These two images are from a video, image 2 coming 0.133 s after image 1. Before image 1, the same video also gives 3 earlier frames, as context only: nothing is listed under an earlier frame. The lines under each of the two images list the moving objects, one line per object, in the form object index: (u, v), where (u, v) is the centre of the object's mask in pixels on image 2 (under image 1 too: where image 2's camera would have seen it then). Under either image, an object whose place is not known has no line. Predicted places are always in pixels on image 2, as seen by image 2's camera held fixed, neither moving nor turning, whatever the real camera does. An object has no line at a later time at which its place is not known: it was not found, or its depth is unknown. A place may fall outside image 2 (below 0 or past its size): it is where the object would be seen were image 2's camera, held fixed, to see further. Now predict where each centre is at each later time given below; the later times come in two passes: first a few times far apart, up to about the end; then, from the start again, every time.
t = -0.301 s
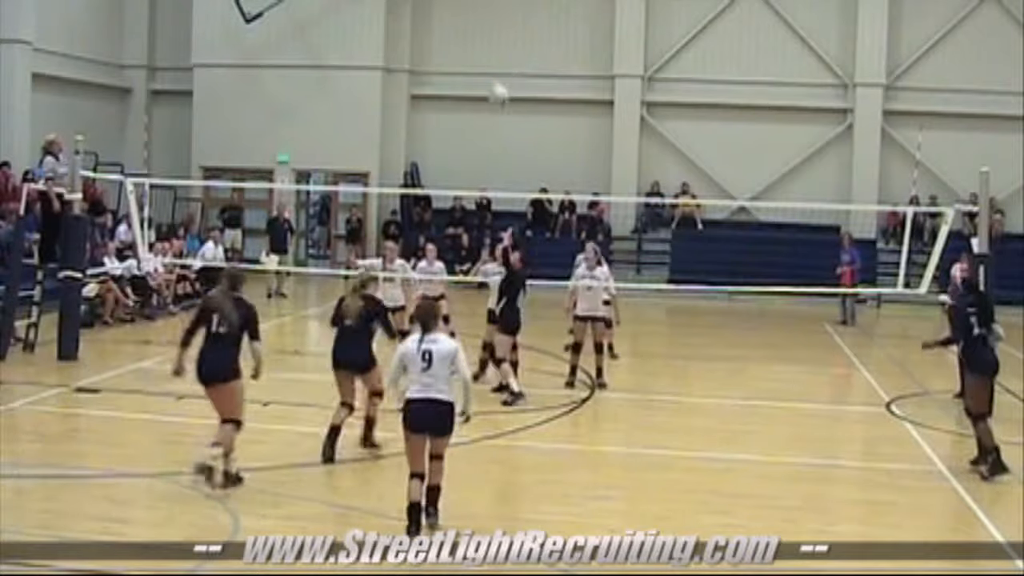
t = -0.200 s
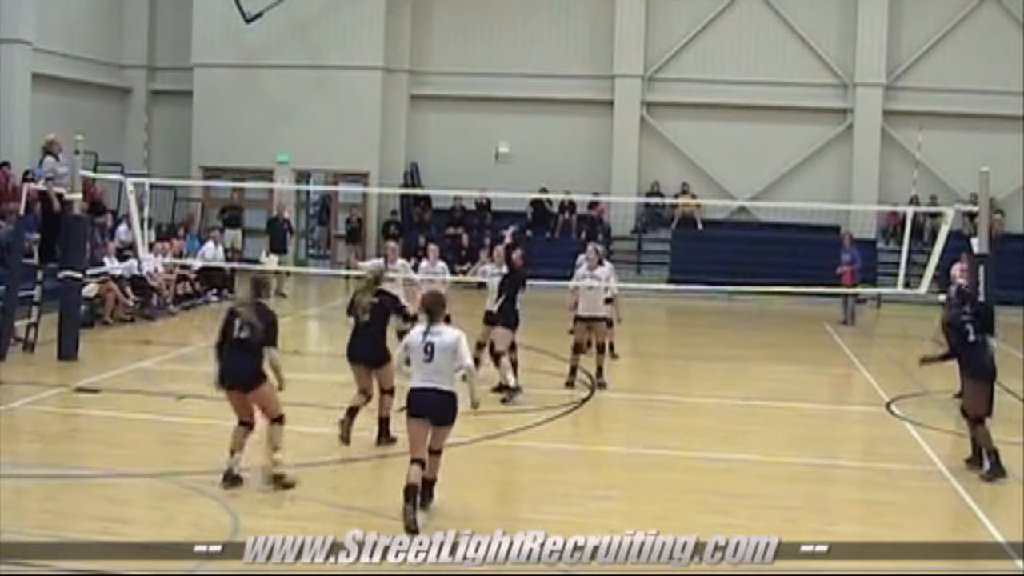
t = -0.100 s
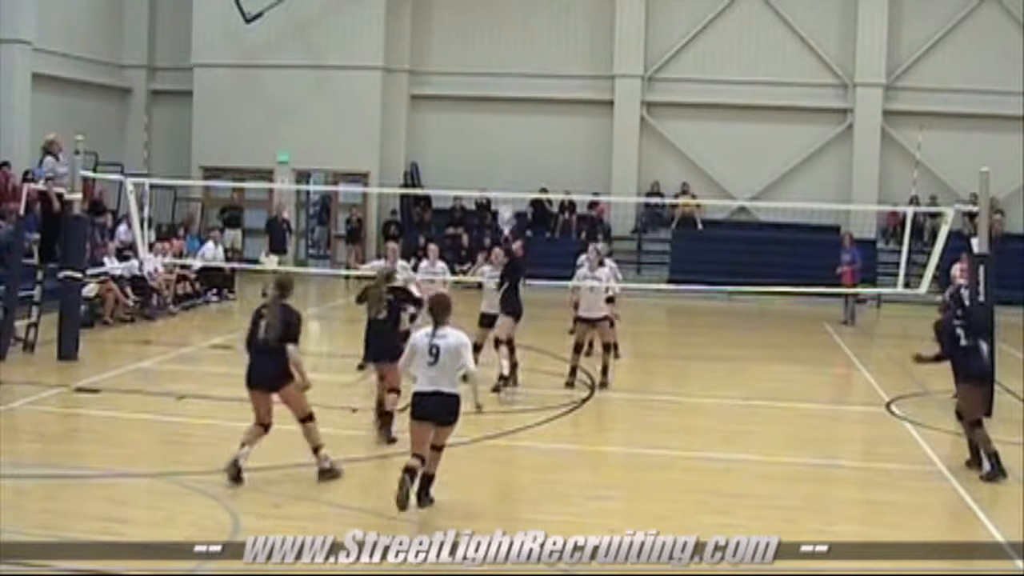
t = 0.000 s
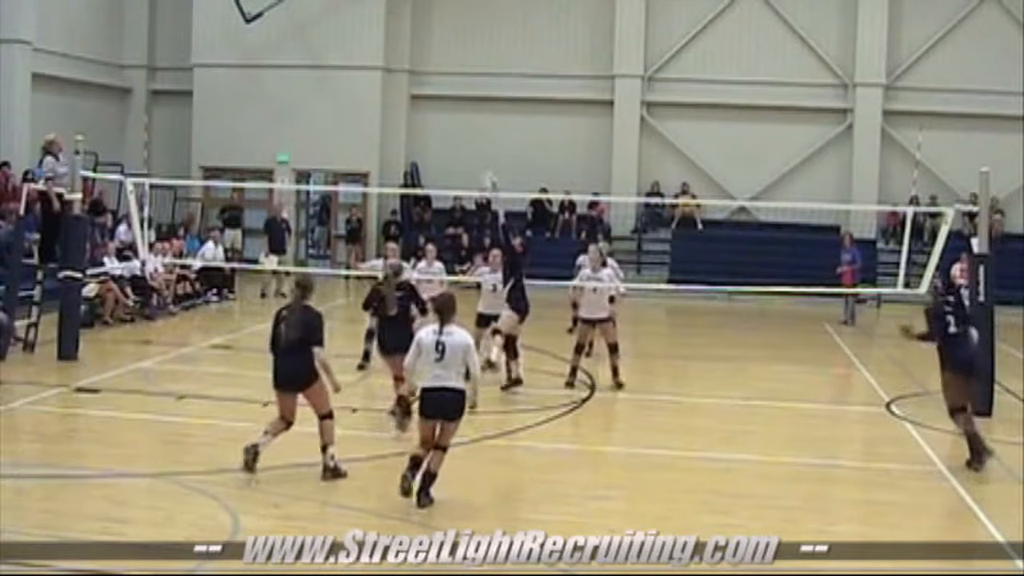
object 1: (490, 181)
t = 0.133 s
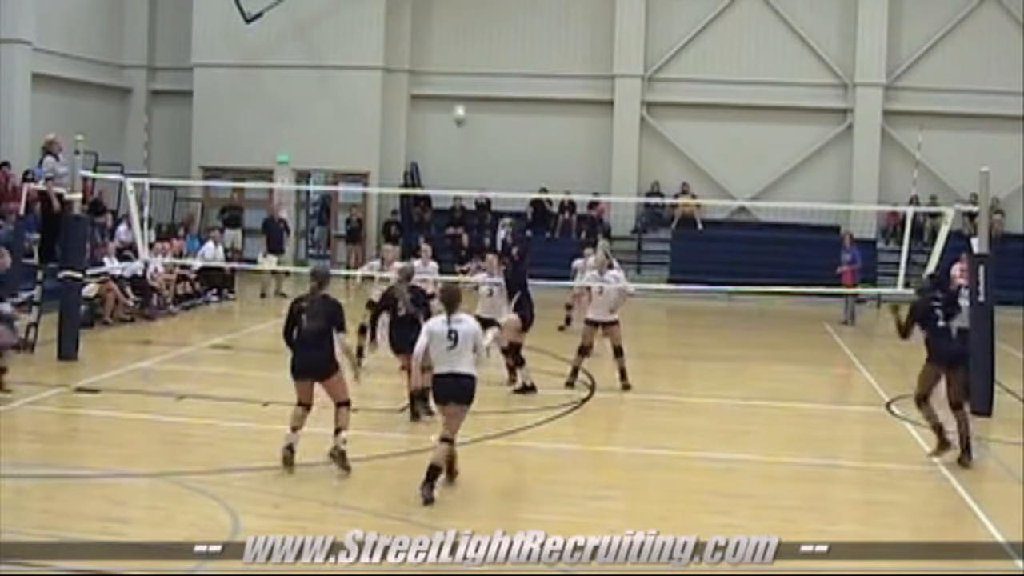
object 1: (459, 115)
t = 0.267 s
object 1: (432, 64)
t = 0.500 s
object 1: (384, 20)
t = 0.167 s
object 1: (452, 100)
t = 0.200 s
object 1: (448, 88)
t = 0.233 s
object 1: (440, 75)
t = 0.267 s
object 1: (432, 64)
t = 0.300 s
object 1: (424, 57)
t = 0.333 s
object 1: (420, 47)
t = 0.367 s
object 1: (411, 39)
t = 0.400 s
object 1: (404, 34)
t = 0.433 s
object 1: (398, 27)
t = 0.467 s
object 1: (391, 23)
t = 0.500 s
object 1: (384, 20)
